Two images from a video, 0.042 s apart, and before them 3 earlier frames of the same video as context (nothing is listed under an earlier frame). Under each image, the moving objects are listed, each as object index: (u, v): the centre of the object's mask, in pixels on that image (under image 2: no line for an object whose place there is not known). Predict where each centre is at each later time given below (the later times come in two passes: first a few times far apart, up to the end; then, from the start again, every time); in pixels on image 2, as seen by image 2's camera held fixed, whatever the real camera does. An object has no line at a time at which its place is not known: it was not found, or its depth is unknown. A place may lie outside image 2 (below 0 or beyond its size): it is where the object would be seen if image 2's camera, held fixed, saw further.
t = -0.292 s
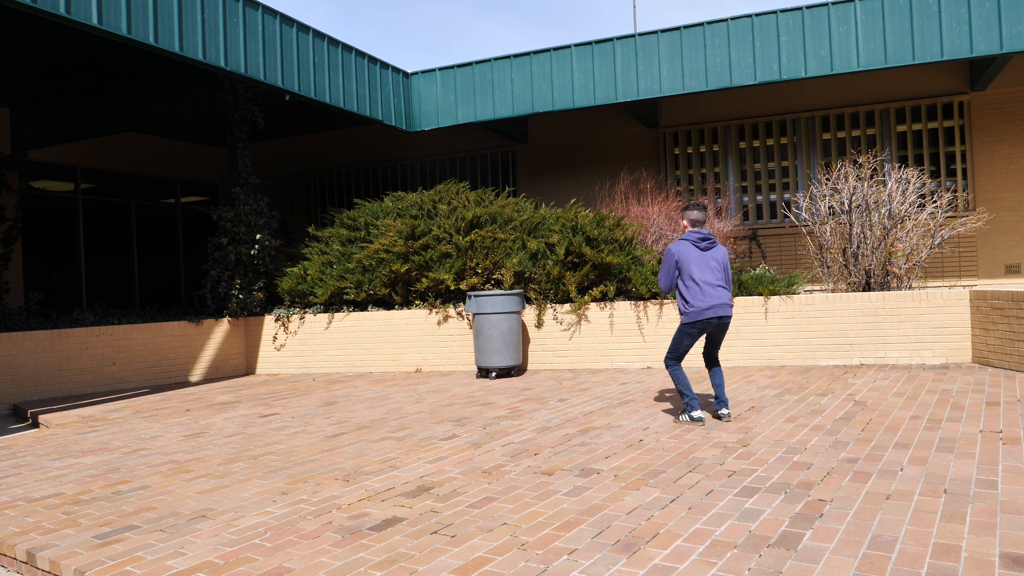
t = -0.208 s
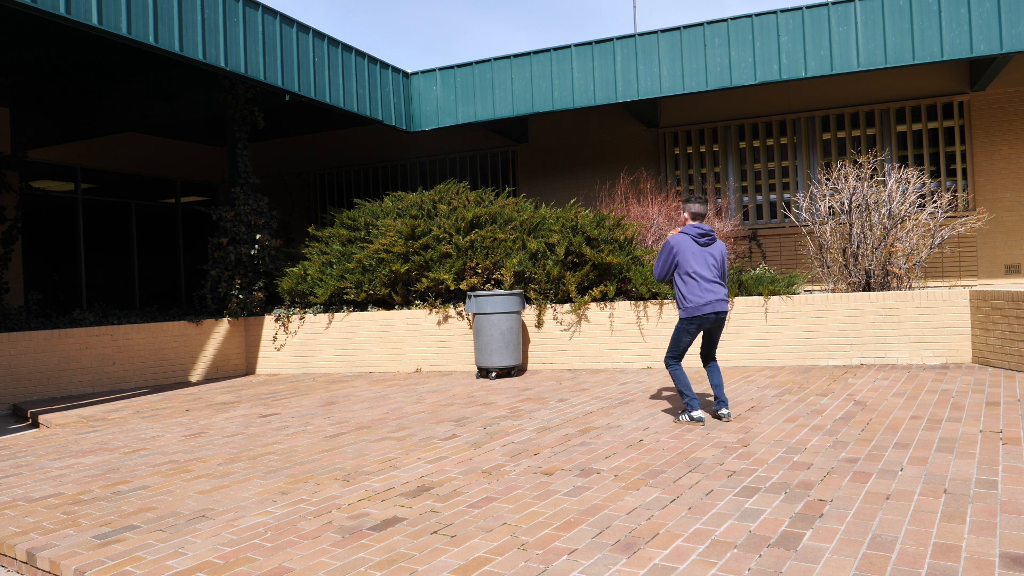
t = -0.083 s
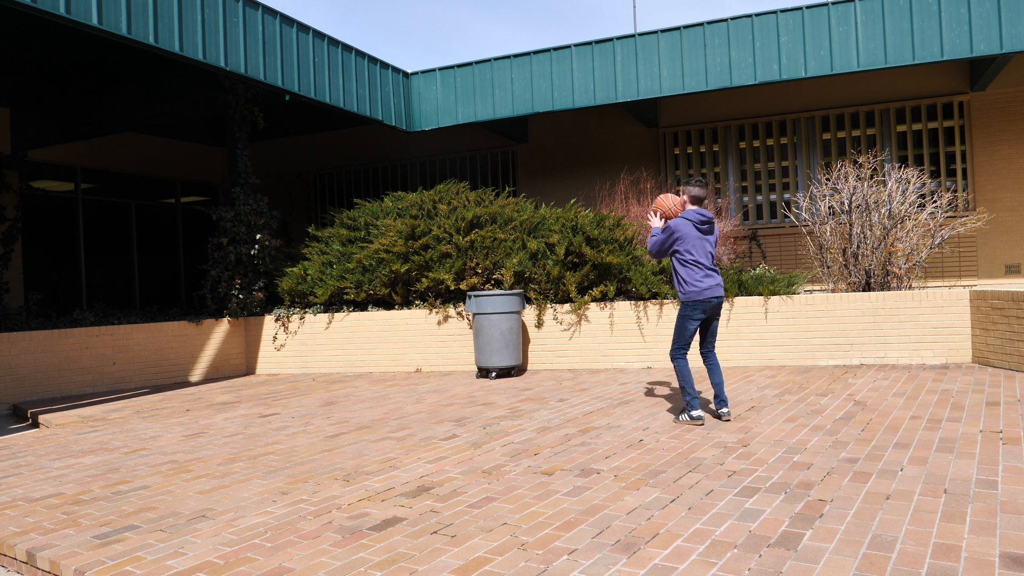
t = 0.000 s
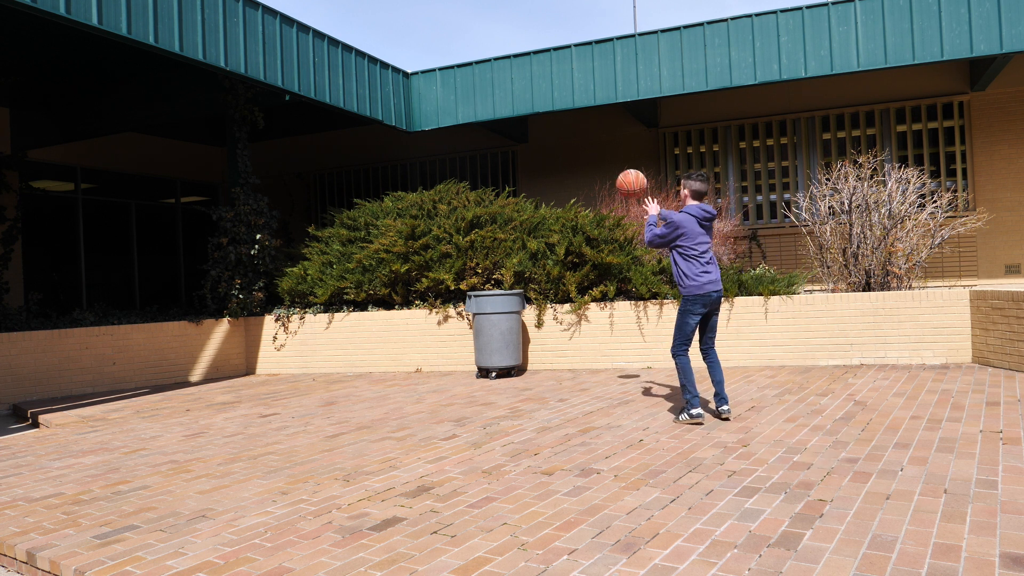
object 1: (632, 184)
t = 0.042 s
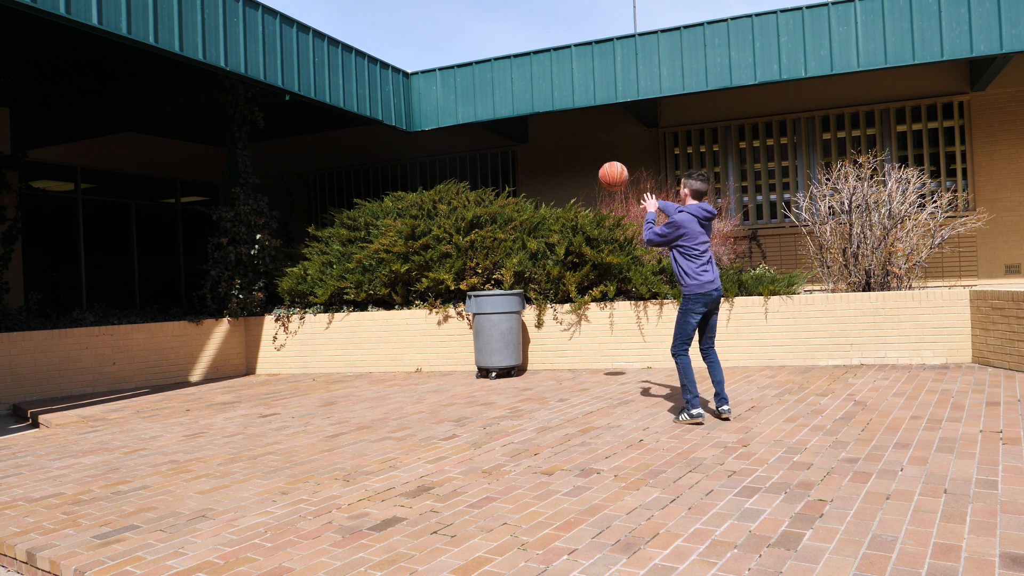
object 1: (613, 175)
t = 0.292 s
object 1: (526, 171)
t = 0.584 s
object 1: (458, 228)
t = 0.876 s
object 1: (425, 267)
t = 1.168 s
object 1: (395, 373)
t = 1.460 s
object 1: (371, 308)
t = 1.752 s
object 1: (348, 323)
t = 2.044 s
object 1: (323, 368)
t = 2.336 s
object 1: (291, 350)
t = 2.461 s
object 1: (278, 371)
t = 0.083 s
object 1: (596, 170)
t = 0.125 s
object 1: (580, 167)
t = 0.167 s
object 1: (565, 165)
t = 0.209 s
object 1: (551, 165)
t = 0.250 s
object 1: (538, 167)
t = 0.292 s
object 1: (526, 171)
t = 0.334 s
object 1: (514, 176)
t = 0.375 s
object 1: (503, 183)
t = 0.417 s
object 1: (492, 190)
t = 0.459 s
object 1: (482, 199)
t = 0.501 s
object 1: (473, 210)
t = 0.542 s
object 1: (464, 220)
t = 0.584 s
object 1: (458, 228)
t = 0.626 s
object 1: (452, 234)
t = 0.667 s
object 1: (447, 239)
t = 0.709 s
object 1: (442, 242)
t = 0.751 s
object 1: (438, 246)
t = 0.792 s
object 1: (434, 252)
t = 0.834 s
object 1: (429, 259)
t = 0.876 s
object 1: (425, 267)
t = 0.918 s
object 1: (420, 277)
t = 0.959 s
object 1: (416, 290)
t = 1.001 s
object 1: (412, 302)
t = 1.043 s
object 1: (408, 318)
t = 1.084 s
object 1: (404, 335)
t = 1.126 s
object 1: (399, 354)
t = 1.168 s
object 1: (395, 373)
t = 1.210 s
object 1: (392, 359)
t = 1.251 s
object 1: (389, 347)
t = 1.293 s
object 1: (385, 336)
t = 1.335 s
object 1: (381, 327)
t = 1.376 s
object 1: (378, 319)
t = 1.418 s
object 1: (375, 313)
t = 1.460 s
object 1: (371, 308)
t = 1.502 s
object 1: (368, 305)
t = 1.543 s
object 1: (364, 304)
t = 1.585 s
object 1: (361, 304)
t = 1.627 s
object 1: (358, 306)
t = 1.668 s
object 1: (354, 310)
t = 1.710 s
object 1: (351, 315)
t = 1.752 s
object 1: (348, 323)
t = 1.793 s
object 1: (344, 332)
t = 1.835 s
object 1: (342, 343)
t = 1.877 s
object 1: (339, 356)
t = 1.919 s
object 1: (335, 371)
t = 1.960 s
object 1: (333, 388)
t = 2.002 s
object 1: (328, 378)
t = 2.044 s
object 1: (323, 368)
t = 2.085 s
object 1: (318, 360)
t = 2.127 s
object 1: (314, 353)
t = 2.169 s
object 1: (309, 349)
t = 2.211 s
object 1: (305, 347)
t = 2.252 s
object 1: (300, 346)
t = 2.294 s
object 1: (296, 347)
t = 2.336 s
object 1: (291, 350)
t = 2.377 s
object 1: (287, 355)
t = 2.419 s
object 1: (282, 362)
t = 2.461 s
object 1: (278, 371)
